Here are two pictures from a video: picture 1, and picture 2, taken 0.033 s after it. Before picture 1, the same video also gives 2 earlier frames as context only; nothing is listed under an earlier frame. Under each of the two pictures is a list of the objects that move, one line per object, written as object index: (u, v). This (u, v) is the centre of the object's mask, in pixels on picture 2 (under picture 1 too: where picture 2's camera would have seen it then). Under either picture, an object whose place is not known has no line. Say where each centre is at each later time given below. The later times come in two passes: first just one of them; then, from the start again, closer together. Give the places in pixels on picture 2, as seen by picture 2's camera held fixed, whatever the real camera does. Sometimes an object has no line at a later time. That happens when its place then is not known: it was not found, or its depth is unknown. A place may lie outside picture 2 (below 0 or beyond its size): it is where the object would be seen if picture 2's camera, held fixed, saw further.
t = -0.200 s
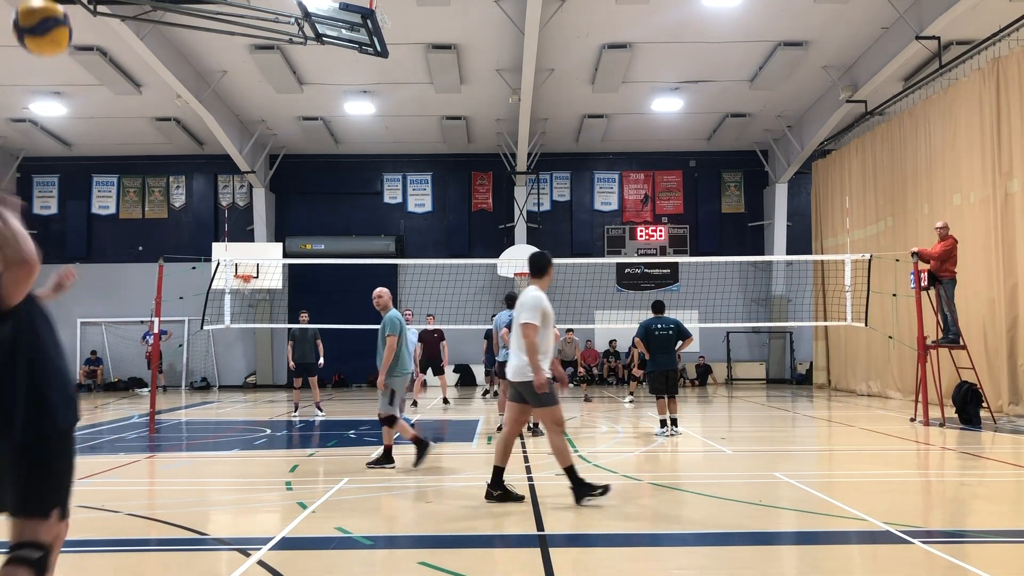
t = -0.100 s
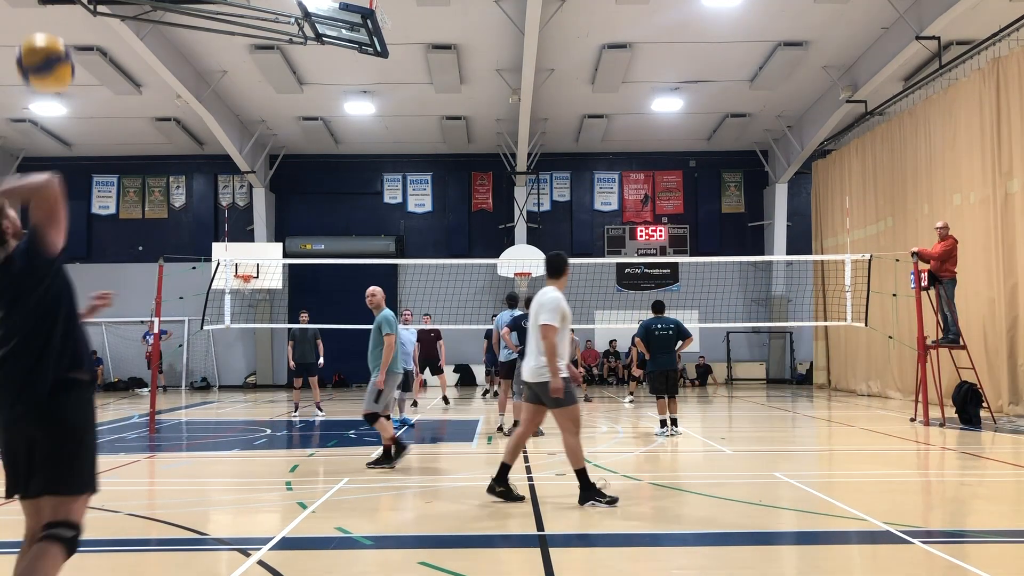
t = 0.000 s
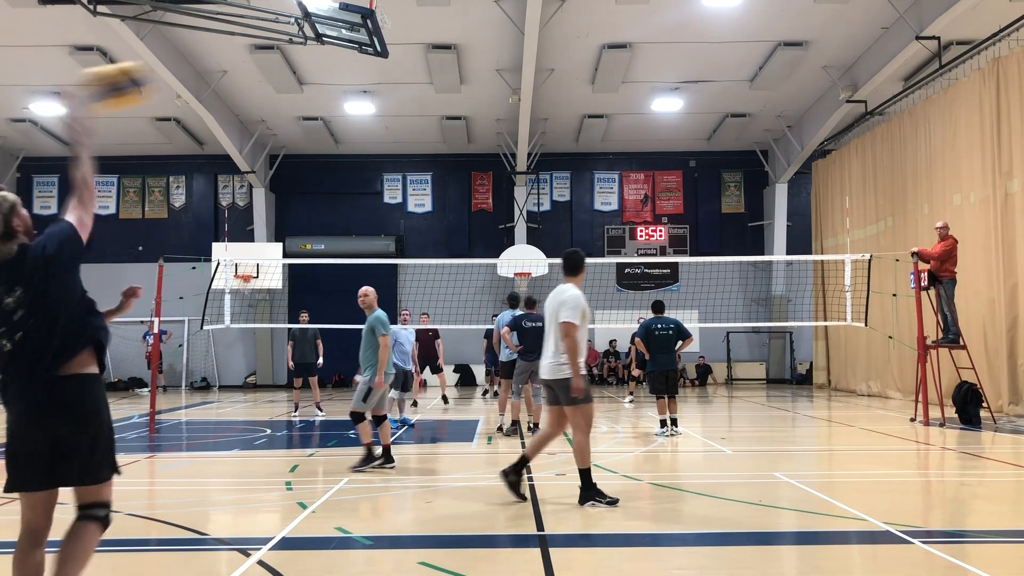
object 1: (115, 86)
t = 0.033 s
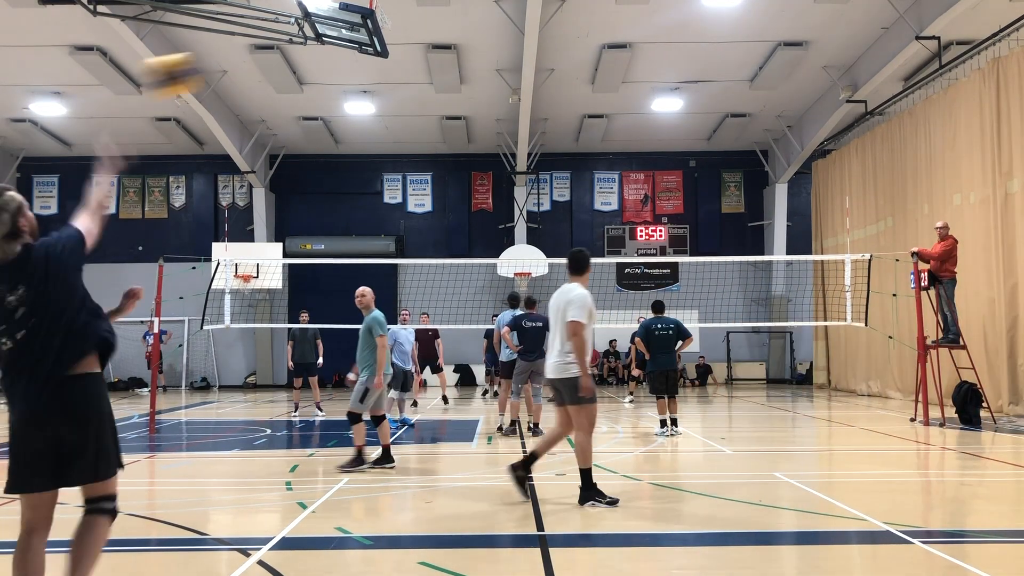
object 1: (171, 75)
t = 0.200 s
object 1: (332, 57)
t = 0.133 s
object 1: (284, 59)
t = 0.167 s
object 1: (309, 57)
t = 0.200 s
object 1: (332, 57)
